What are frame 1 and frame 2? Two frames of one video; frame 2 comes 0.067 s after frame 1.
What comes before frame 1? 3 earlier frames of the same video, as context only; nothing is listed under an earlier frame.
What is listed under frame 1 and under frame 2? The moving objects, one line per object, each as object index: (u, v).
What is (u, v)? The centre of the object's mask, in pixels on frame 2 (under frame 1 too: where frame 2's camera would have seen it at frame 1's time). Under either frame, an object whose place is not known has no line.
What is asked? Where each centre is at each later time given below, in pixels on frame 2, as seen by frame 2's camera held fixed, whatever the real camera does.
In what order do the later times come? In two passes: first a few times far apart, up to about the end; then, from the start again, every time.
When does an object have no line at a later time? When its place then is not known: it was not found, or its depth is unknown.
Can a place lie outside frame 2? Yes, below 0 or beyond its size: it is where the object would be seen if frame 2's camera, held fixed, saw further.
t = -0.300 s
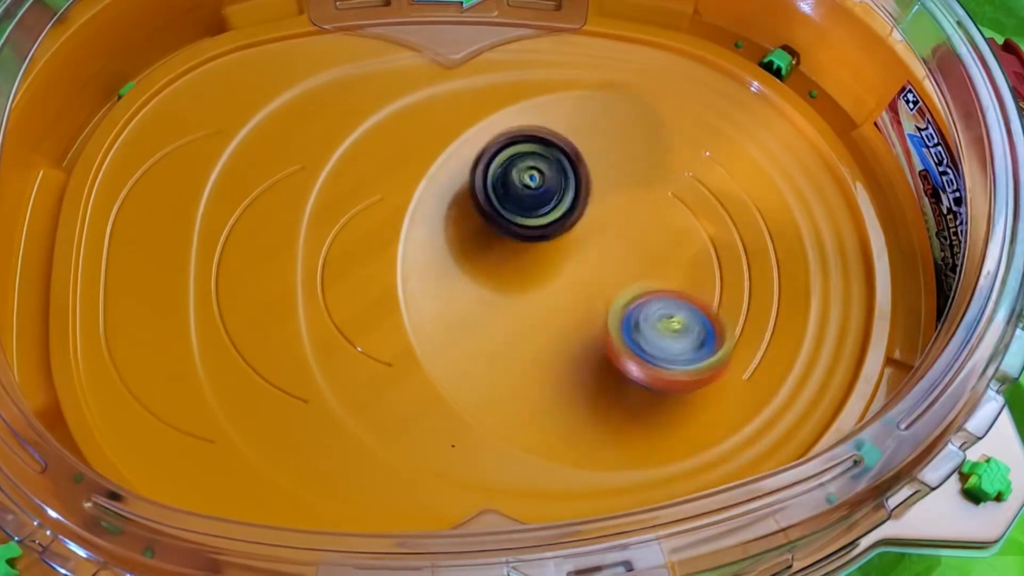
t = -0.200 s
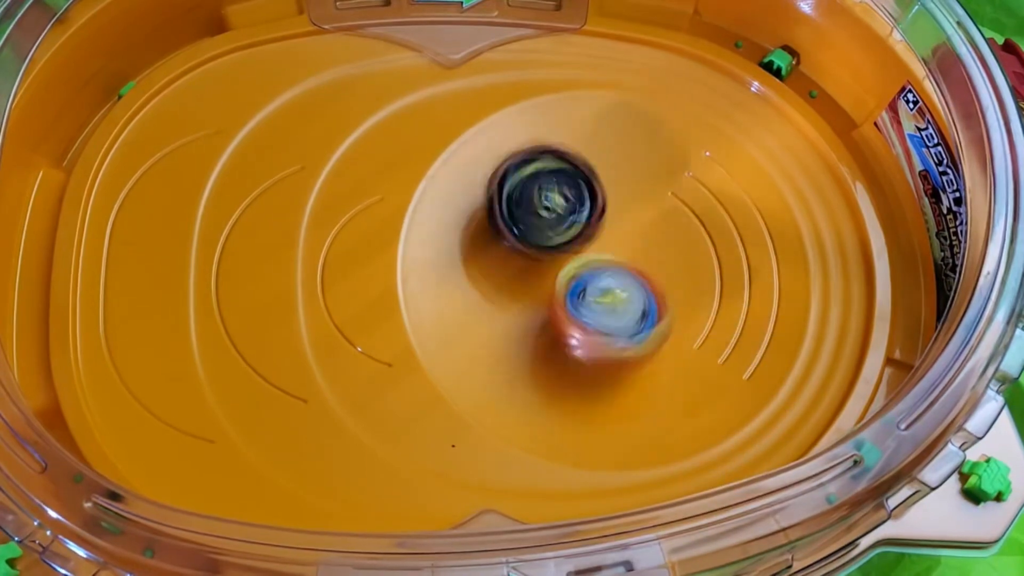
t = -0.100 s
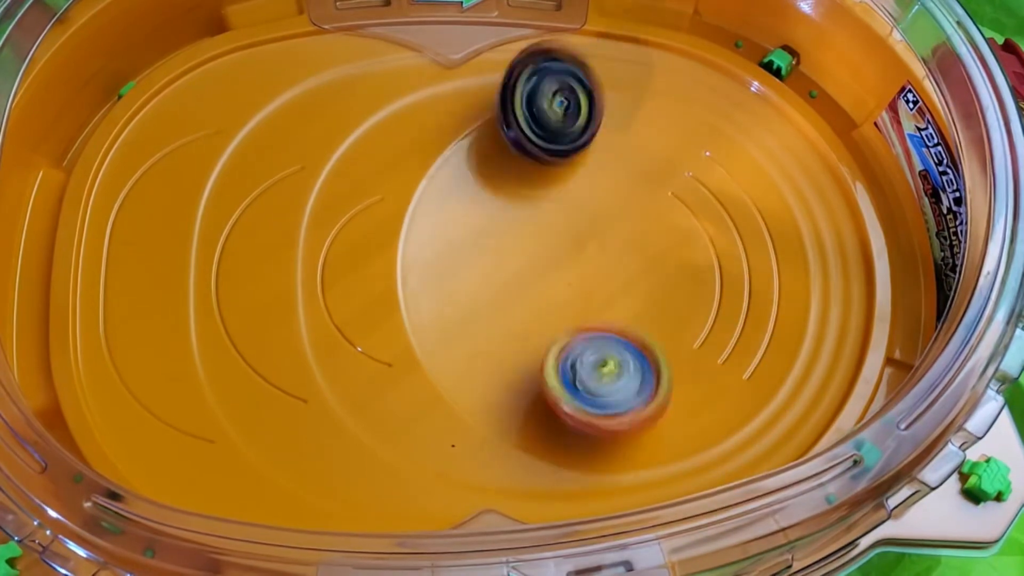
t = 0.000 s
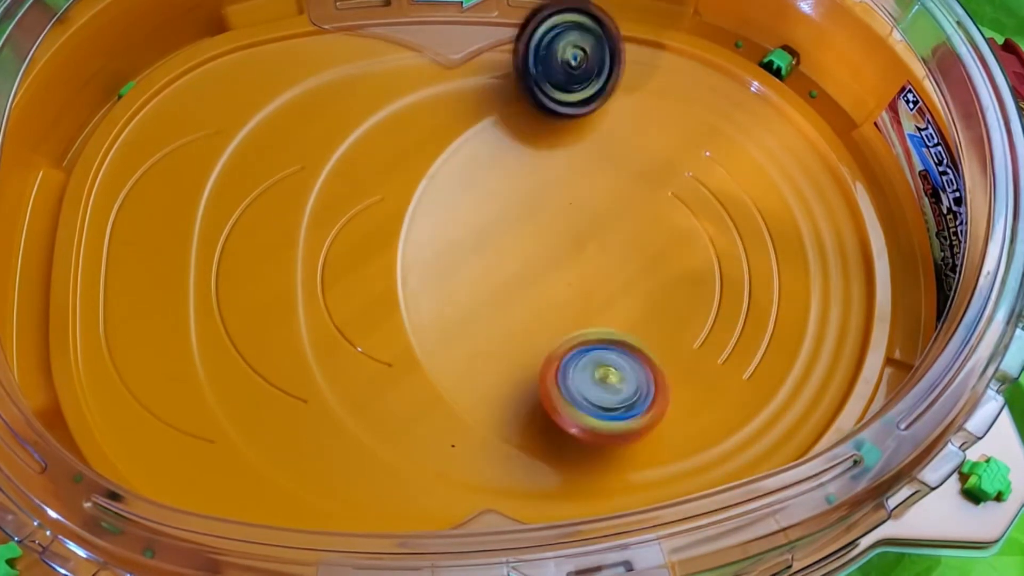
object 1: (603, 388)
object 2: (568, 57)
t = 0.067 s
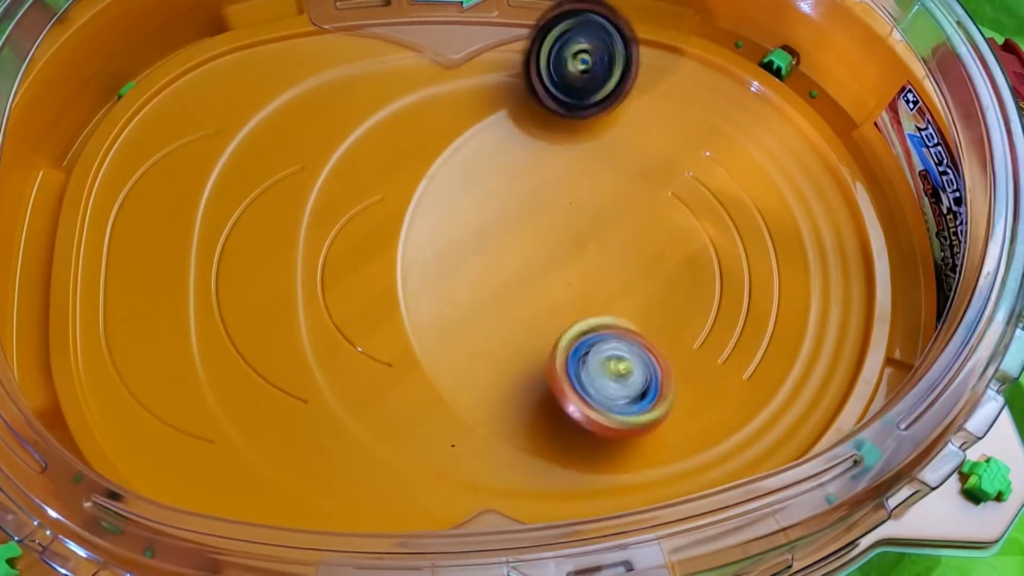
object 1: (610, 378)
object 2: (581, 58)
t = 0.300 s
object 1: (617, 277)
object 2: (625, 151)
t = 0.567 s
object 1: (597, 291)
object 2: (628, 191)
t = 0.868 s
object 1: (559, 305)
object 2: (618, 191)
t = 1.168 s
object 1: (545, 281)
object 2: (663, 204)
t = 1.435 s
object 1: (557, 258)
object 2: (670, 212)
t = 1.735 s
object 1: (551, 232)
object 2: (678, 255)
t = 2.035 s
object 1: (556, 257)
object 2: (674, 255)
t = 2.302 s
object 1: (558, 241)
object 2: (678, 256)
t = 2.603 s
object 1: (561, 252)
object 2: (674, 256)
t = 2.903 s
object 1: (559, 261)
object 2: (672, 257)
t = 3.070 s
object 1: (567, 259)
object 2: (673, 257)
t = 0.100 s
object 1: (611, 370)
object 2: (588, 63)
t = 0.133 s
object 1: (611, 360)
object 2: (593, 72)
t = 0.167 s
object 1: (610, 346)
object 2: (600, 80)
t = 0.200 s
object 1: (610, 329)
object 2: (607, 93)
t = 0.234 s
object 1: (612, 310)
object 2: (614, 108)
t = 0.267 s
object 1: (615, 292)
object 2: (619, 129)
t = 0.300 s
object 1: (617, 277)
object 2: (625, 151)
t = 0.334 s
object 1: (613, 280)
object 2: (632, 160)
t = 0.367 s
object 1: (610, 291)
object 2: (642, 157)
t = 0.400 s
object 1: (606, 295)
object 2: (648, 161)
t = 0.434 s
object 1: (604, 296)
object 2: (649, 168)
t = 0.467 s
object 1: (600, 297)
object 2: (644, 174)
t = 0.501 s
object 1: (597, 294)
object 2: (639, 180)
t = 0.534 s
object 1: (596, 291)
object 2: (633, 186)
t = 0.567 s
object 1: (597, 291)
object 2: (628, 191)
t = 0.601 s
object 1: (591, 299)
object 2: (628, 187)
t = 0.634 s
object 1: (583, 308)
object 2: (632, 178)
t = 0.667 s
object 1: (576, 313)
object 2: (632, 173)
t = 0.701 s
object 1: (570, 316)
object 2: (632, 170)
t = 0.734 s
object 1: (566, 317)
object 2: (632, 171)
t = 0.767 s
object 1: (563, 318)
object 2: (630, 176)
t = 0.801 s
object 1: (562, 314)
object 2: (625, 181)
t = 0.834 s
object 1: (561, 309)
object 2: (620, 186)
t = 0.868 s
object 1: (559, 305)
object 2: (618, 191)
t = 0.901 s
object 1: (558, 300)
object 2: (615, 197)
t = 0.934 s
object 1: (556, 297)
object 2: (618, 200)
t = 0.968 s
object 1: (549, 295)
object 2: (622, 204)
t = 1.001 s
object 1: (548, 292)
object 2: (627, 206)
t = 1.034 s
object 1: (551, 294)
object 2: (630, 208)
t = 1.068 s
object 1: (553, 293)
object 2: (633, 209)
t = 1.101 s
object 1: (555, 289)
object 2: (636, 208)
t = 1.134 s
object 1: (559, 285)
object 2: (638, 211)
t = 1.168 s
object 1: (545, 281)
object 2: (663, 204)
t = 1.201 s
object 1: (539, 283)
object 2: (674, 205)
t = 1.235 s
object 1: (537, 280)
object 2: (677, 204)
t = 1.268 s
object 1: (538, 275)
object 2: (678, 205)
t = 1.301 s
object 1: (544, 270)
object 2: (674, 204)
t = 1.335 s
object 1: (551, 268)
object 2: (671, 204)
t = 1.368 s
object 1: (557, 266)
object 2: (669, 204)
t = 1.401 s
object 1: (561, 269)
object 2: (667, 208)
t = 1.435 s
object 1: (557, 258)
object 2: (670, 212)
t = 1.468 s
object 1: (551, 252)
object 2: (677, 221)
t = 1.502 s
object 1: (547, 243)
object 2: (681, 230)
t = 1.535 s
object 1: (549, 243)
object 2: (680, 240)
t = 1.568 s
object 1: (553, 239)
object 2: (679, 247)
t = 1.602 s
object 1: (551, 236)
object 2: (682, 252)
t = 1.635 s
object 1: (550, 232)
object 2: (684, 254)
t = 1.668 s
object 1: (550, 231)
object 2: (682, 255)
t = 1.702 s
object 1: (550, 230)
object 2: (680, 255)
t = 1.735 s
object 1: (551, 232)
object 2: (678, 255)
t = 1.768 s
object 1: (550, 234)
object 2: (676, 255)
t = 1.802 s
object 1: (548, 239)
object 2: (675, 255)
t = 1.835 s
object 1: (546, 243)
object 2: (674, 255)
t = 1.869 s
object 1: (547, 244)
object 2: (674, 255)
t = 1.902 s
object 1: (549, 249)
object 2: (674, 255)
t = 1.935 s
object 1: (551, 252)
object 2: (674, 255)
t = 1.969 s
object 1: (554, 257)
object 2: (674, 255)
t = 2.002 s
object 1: (554, 257)
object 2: (674, 255)
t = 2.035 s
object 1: (556, 257)
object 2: (674, 255)
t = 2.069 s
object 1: (557, 254)
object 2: (674, 255)
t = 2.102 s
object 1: (559, 256)
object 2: (676, 255)
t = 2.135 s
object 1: (555, 253)
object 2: (678, 256)
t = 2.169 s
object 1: (556, 248)
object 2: (678, 256)
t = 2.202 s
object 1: (559, 249)
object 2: (677, 255)
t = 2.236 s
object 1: (561, 246)
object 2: (676, 255)
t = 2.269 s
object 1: (561, 245)
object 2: (677, 255)
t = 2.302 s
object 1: (558, 241)
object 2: (678, 256)
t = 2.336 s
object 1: (560, 234)
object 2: (677, 255)
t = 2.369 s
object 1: (563, 232)
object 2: (676, 255)
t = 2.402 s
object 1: (561, 231)
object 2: (677, 256)
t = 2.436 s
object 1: (560, 233)
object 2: (676, 257)
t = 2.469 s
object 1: (559, 238)
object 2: (675, 256)
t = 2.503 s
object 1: (559, 240)
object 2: (674, 256)
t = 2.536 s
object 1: (558, 245)
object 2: (674, 256)
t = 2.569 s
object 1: (560, 250)
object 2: (674, 256)
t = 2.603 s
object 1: (561, 252)
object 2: (674, 256)
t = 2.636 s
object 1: (565, 256)
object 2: (675, 256)
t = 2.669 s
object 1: (558, 260)
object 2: (675, 257)
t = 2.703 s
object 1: (554, 258)
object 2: (674, 257)
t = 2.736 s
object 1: (554, 259)
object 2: (673, 257)
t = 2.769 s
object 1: (552, 260)
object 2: (673, 257)
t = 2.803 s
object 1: (553, 257)
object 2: (672, 257)
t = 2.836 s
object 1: (558, 258)
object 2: (672, 257)
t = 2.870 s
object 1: (560, 261)
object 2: (672, 257)
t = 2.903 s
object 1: (559, 261)
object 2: (672, 257)
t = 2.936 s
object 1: (559, 260)
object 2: (673, 257)
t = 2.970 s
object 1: (559, 259)
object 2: (674, 257)
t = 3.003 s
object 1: (561, 257)
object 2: (674, 257)
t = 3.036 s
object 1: (564, 256)
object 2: (673, 257)
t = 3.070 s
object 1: (567, 259)
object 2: (673, 257)
